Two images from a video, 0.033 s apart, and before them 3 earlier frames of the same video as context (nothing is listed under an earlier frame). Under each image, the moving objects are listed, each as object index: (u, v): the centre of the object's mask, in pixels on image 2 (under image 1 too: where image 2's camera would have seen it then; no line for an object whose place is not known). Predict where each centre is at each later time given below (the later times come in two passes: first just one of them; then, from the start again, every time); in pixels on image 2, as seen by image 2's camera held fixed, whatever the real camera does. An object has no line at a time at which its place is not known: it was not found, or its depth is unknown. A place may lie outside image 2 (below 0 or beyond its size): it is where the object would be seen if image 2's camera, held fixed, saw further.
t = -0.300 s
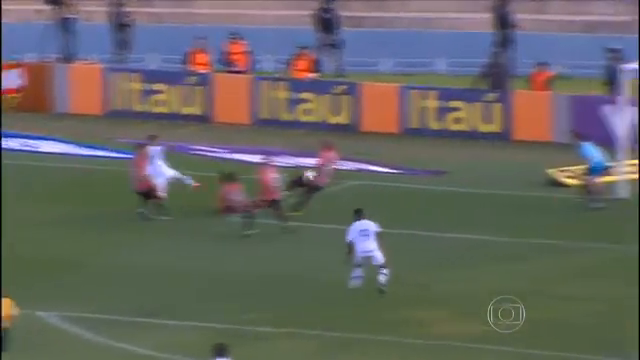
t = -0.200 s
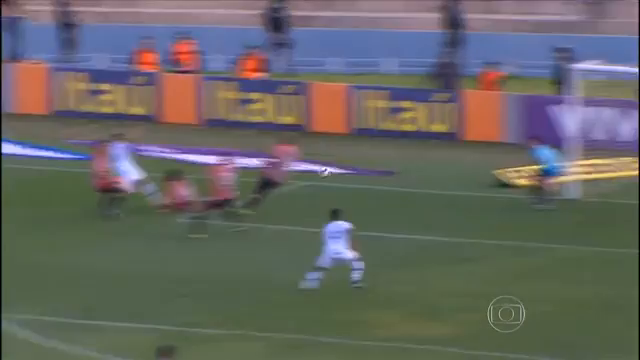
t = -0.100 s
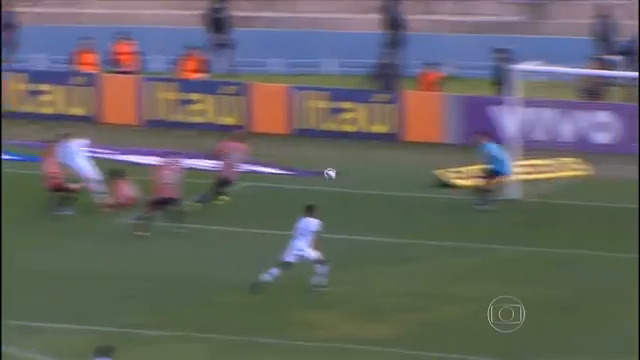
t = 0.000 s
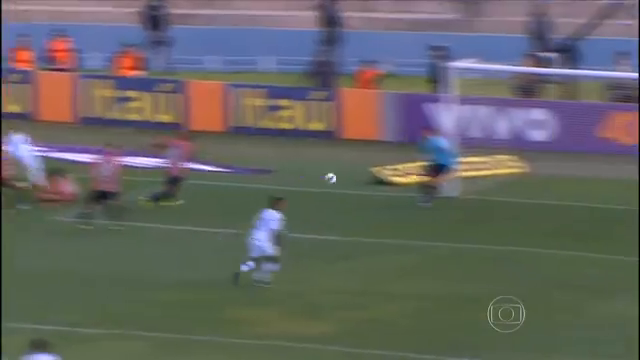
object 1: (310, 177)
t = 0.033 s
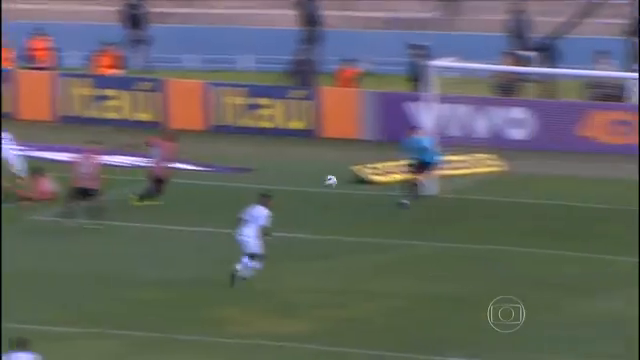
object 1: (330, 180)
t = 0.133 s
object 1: (390, 195)
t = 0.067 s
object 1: (350, 184)
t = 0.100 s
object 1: (370, 189)
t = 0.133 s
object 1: (390, 195)
